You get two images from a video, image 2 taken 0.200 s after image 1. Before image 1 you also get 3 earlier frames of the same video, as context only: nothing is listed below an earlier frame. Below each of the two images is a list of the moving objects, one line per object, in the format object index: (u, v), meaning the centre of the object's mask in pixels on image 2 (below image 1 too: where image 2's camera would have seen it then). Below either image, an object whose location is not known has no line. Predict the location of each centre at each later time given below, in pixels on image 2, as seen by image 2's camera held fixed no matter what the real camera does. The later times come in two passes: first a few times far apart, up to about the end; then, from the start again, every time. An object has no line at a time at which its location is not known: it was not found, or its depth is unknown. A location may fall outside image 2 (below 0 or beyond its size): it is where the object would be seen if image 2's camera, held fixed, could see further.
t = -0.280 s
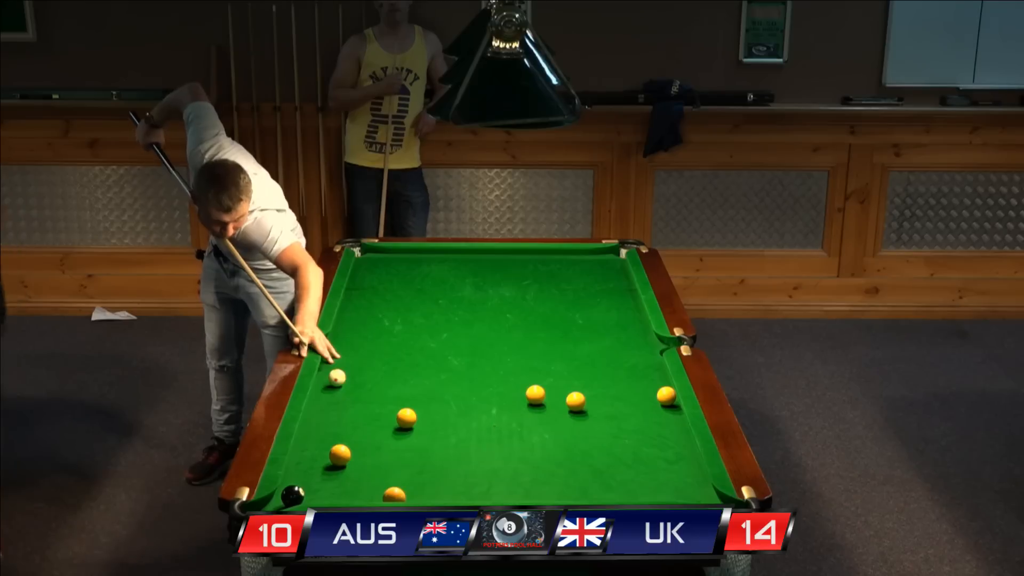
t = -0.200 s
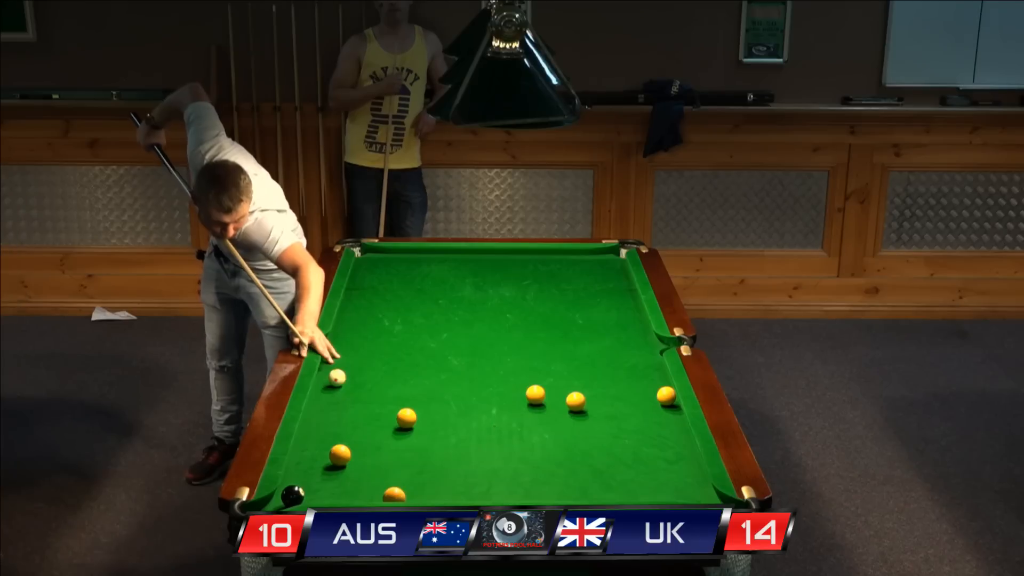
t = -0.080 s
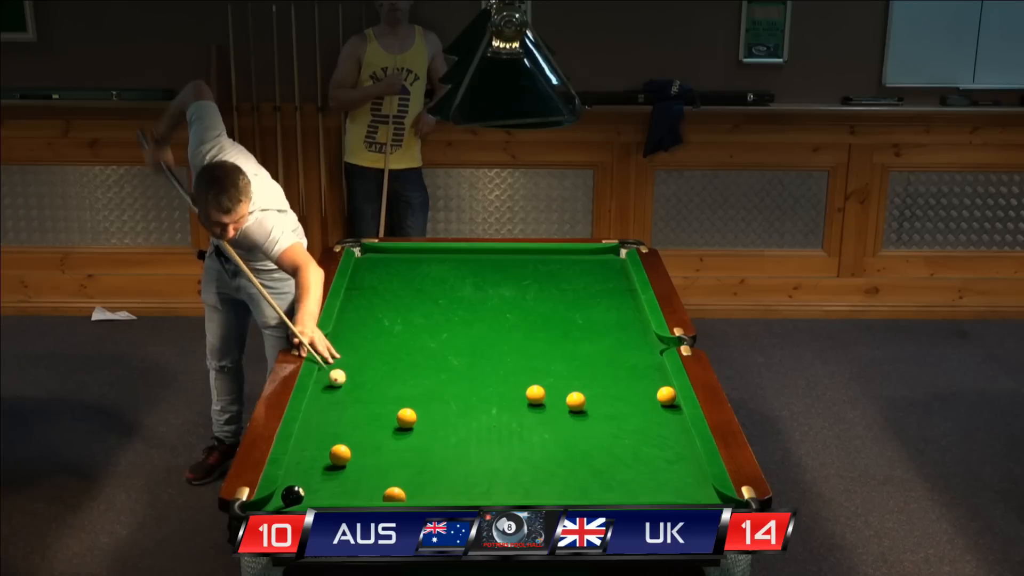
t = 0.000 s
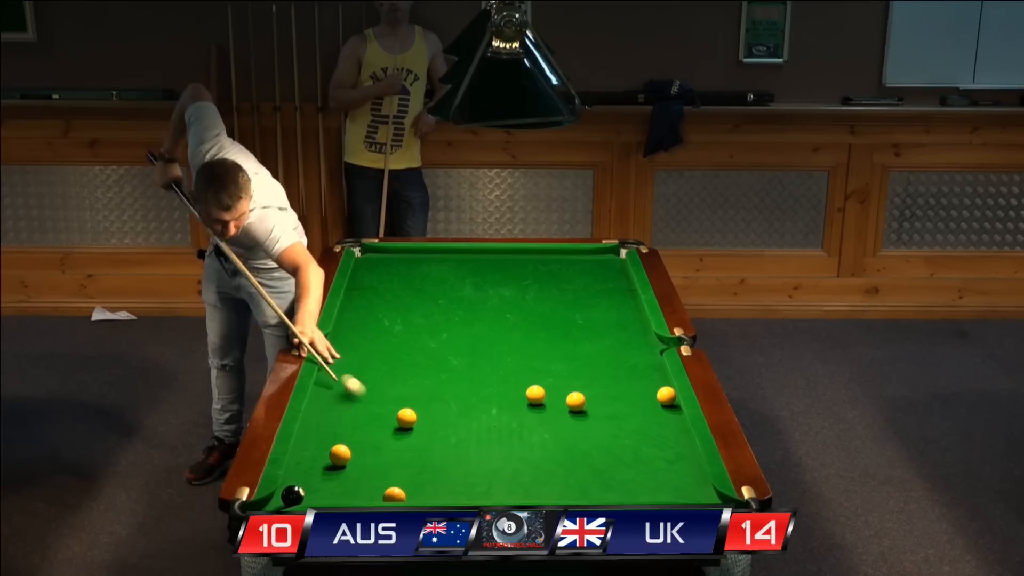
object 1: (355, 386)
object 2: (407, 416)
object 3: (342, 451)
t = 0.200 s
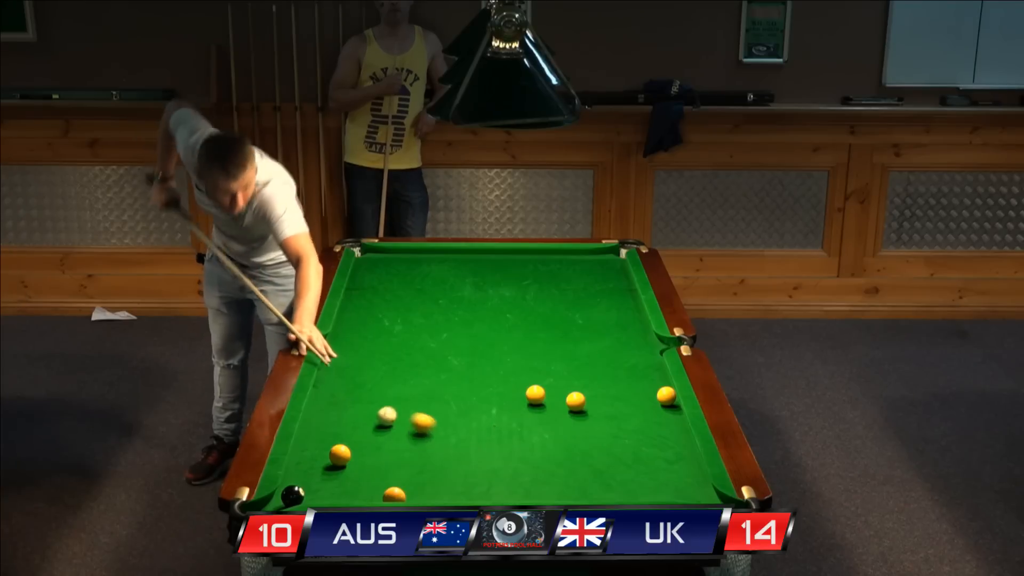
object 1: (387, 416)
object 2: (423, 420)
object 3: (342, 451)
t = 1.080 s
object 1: (326, 448)
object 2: (626, 491)
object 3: (342, 455)
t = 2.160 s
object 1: (306, 454)
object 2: (643, 456)
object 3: (341, 461)
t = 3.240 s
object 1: (306, 454)
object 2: (583, 431)
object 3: (341, 462)
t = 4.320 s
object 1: (306, 454)
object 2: (562, 426)
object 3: (341, 461)
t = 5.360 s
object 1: (306, 454)
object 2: (563, 426)
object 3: (341, 462)
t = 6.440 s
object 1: (306, 454)
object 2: (563, 426)
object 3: (341, 461)
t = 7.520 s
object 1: (306, 453)
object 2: (563, 426)
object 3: (341, 461)
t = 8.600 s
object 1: (306, 453)
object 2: (563, 426)
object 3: (341, 461)
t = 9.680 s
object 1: (306, 453)
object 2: (563, 426)
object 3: (341, 461)
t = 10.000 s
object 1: (306, 453)
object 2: (563, 426)
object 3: (341, 461)
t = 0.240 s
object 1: (384, 417)
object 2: (433, 424)
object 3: (342, 451)
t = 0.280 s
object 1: (381, 420)
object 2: (442, 427)
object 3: (342, 451)
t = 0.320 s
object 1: (378, 421)
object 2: (451, 430)
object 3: (341, 451)
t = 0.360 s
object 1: (375, 423)
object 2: (460, 432)
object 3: (341, 451)
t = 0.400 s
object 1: (372, 425)
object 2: (468, 435)
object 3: (341, 451)
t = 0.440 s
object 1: (370, 427)
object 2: (477, 438)
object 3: (342, 451)
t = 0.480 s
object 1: (367, 429)
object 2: (487, 441)
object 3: (341, 451)
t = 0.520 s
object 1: (364, 430)
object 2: (496, 444)
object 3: (341, 451)
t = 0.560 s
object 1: (361, 432)
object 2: (505, 447)
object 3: (341, 451)
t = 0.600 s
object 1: (358, 434)
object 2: (514, 451)
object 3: (341, 451)
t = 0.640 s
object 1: (355, 436)
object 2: (523, 453)
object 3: (341, 451)
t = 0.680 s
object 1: (353, 438)
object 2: (532, 456)
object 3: (341, 451)
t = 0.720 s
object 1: (350, 439)
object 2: (541, 459)
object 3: (341, 451)
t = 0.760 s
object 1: (348, 440)
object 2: (550, 463)
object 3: (341, 451)
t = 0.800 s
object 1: (346, 440)
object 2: (559, 466)
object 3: (341, 451)
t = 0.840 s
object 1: (343, 441)
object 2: (569, 470)
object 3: (341, 451)
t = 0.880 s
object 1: (340, 442)
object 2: (578, 474)
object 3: (341, 451)
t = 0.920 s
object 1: (336, 443)
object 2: (588, 477)
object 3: (341, 452)
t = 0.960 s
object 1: (333, 444)
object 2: (597, 482)
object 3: (342, 453)
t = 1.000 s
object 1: (330, 446)
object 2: (606, 485)
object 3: (342, 454)
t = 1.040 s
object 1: (328, 447)
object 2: (616, 488)
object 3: (342, 454)
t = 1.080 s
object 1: (326, 448)
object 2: (626, 491)
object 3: (342, 455)
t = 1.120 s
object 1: (324, 449)
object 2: (635, 493)
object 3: (342, 455)
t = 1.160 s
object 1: (322, 449)
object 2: (644, 494)
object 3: (342, 456)
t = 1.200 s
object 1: (320, 450)
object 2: (651, 494)
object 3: (342, 456)
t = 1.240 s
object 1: (318, 450)
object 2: (657, 493)
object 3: (342, 457)
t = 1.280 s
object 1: (315, 450)
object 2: (662, 492)
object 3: (342, 457)
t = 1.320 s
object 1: (313, 451)
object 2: (667, 491)
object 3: (342, 458)
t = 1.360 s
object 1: (311, 451)
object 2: (672, 489)
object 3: (342, 458)
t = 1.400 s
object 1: (310, 451)
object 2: (677, 487)
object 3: (342, 459)
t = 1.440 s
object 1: (308, 452)
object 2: (682, 485)
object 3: (342, 459)
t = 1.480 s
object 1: (306, 452)
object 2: (687, 483)
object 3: (342, 460)
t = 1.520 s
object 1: (304, 452)
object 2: (692, 481)
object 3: (342, 460)
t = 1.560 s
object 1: (303, 452)
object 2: (697, 479)
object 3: (342, 460)
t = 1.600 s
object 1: (301, 453)
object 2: (695, 478)
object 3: (341, 461)
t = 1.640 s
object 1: (300, 453)
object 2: (691, 476)
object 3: (341, 461)
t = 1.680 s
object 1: (301, 453)
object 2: (687, 474)
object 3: (341, 461)
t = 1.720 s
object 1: (302, 453)
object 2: (682, 472)
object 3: (341, 461)
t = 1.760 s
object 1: (303, 453)
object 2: (678, 471)
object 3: (341, 461)
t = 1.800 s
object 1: (303, 453)
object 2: (674, 469)
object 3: (341, 461)
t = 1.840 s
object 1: (304, 453)
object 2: (671, 467)
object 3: (341, 461)
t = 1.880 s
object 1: (304, 453)
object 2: (667, 466)
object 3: (341, 461)
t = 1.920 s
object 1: (305, 454)
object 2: (663, 464)
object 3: (341, 461)
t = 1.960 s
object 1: (305, 454)
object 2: (659, 463)
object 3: (341, 461)
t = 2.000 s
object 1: (305, 454)
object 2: (656, 461)
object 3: (341, 461)
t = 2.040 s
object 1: (305, 454)
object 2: (653, 460)
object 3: (341, 461)
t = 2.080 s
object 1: (306, 454)
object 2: (649, 458)
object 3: (341, 461)
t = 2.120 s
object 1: (306, 454)
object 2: (646, 457)
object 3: (341, 461)
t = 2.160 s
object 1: (306, 454)
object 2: (643, 456)
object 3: (341, 461)
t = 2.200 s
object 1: (306, 454)
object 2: (640, 454)
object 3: (341, 461)
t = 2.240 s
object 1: (306, 454)
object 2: (637, 453)
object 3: (341, 462)
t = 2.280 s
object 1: (306, 454)
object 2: (634, 451)
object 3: (341, 462)
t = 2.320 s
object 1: (306, 454)
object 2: (631, 451)
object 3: (341, 462)
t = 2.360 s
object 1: (306, 454)
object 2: (628, 449)
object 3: (341, 462)
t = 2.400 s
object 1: (306, 454)
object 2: (626, 448)
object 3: (341, 462)
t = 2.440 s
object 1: (306, 454)
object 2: (623, 447)
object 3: (341, 462)
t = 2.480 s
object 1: (306, 454)
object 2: (620, 446)
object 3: (341, 462)
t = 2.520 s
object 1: (306, 454)
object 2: (618, 445)
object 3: (341, 462)
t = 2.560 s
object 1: (306, 454)
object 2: (615, 444)
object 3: (341, 462)
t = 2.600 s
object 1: (306, 454)
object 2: (613, 443)
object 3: (341, 462)
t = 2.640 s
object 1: (306, 454)
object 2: (611, 442)
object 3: (341, 462)
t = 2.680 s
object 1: (306, 454)
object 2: (609, 441)
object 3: (341, 462)
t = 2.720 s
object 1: (306, 454)
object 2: (607, 440)
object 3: (341, 462)
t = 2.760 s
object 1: (306, 454)
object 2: (604, 439)
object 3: (341, 462)
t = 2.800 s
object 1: (306, 454)
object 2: (602, 439)
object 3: (341, 462)
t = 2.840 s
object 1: (306, 454)
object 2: (600, 438)
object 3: (341, 462)
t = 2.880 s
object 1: (306, 454)
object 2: (598, 437)
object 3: (341, 462)
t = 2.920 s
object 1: (306, 454)
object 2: (597, 436)
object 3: (341, 462)
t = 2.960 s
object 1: (306, 454)
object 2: (595, 435)
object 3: (341, 462)
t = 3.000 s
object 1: (306, 454)
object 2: (593, 435)
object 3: (341, 461)
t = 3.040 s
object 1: (306, 454)
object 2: (591, 434)
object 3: (341, 461)
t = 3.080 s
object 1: (306, 454)
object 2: (589, 433)
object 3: (341, 461)
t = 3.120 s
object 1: (306, 454)
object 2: (588, 433)
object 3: (341, 461)
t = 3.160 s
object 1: (306, 454)
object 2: (586, 432)
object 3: (341, 461)
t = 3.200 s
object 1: (306, 454)
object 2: (585, 432)
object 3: (341, 461)
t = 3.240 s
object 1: (306, 454)
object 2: (583, 431)
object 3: (341, 462)
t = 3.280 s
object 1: (306, 454)
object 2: (582, 431)
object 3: (341, 462)
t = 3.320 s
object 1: (306, 454)
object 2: (580, 430)
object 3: (341, 462)
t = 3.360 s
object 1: (306, 454)
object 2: (579, 430)
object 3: (341, 462)
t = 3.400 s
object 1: (306, 454)
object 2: (577, 430)
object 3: (341, 462)
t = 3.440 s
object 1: (306, 454)
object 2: (576, 429)
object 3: (341, 462)
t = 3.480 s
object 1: (306, 454)
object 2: (575, 429)
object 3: (341, 462)
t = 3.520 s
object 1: (306, 454)
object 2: (574, 428)
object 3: (341, 462)
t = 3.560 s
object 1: (306, 454)
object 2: (573, 428)
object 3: (341, 461)
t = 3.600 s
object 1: (306, 454)
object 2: (572, 427)
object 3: (341, 461)
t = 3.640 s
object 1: (306, 454)
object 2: (571, 427)
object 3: (341, 461)
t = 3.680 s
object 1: (306, 454)
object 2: (570, 427)
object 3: (341, 462)
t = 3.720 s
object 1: (306, 454)
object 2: (569, 426)
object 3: (341, 461)
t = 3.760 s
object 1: (306, 454)
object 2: (568, 426)
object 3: (341, 461)
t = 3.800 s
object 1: (306, 454)
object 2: (568, 426)
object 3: (341, 461)
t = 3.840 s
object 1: (306, 454)
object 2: (567, 426)
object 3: (341, 462)
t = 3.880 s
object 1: (306, 454)
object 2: (566, 426)
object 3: (341, 461)
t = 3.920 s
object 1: (306, 454)
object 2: (566, 426)
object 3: (341, 461)
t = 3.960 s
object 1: (306, 454)
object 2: (565, 426)
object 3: (341, 461)
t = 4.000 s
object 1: (306, 454)
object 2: (565, 426)
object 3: (341, 461)
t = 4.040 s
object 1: (306, 454)
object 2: (564, 426)
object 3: (341, 461)
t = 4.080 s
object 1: (306, 454)
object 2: (564, 426)
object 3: (341, 461)
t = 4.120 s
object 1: (306, 454)
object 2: (563, 426)
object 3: (341, 461)
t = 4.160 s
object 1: (306, 454)
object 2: (563, 426)
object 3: (341, 461)
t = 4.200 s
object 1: (306, 454)
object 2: (563, 426)
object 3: (341, 461)
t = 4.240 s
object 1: (306, 454)
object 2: (563, 426)
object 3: (341, 461)
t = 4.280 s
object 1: (306, 454)
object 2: (563, 426)
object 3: (341, 461)
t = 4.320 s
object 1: (306, 454)
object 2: (562, 426)
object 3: (341, 461)
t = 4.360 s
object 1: (306, 454)
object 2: (563, 426)
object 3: (341, 461)
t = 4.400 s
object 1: (306, 454)
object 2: (563, 426)
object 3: (341, 461)
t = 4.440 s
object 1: (306, 454)
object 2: (563, 426)
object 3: (341, 461)
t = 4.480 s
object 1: (306, 454)
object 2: (563, 426)
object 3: (341, 461)
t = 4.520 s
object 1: (306, 454)
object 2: (563, 426)
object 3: (341, 461)
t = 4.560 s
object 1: (306, 454)
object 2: (563, 426)
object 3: (341, 461)
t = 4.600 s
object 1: (306, 454)
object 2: (563, 426)
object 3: (341, 461)
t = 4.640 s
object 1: (306, 454)
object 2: (563, 426)
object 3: (341, 461)
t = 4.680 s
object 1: (306, 454)
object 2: (563, 426)
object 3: (341, 461)
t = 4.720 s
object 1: (306, 454)
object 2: (563, 426)
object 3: (341, 461)
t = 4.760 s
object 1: (306, 454)
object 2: (563, 426)
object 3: (341, 461)
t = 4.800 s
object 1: (306, 454)
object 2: (563, 426)
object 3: (341, 461)
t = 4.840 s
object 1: (306, 454)
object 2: (563, 426)
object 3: (341, 462)
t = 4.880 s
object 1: (306, 454)
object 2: (563, 426)
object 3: (341, 462)
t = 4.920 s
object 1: (306, 454)
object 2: (563, 426)
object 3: (341, 462)
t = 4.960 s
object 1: (306, 454)
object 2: (563, 426)
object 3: (341, 462)
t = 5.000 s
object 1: (306, 454)
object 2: (563, 426)
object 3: (341, 462)
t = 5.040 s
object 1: (306, 454)
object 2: (563, 426)
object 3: (341, 462)
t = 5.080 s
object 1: (306, 454)
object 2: (563, 426)
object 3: (341, 462)
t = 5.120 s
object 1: (306, 454)
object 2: (563, 426)
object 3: (341, 462)
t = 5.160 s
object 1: (306, 454)
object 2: (563, 426)
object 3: (341, 462)
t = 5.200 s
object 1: (306, 454)
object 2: (563, 426)
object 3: (341, 462)
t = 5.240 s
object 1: (306, 454)
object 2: (563, 426)
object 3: (341, 462)
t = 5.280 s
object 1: (306, 454)
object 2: (563, 426)
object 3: (341, 462)
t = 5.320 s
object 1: (306, 454)
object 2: (563, 426)
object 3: (341, 462)
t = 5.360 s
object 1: (306, 454)
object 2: (563, 426)
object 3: (341, 462)
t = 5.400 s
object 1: (306, 454)
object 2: (563, 426)
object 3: (341, 462)
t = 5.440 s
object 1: (306, 454)
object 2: (563, 426)
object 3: (341, 462)
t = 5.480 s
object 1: (306, 454)
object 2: (563, 426)
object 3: (341, 462)
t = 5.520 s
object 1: (306, 454)
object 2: (563, 426)
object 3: (341, 461)
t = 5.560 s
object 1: (306, 454)
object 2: (563, 426)
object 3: (341, 461)
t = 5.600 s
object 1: (306, 454)
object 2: (563, 426)
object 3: (341, 461)
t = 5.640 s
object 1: (306, 454)
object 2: (563, 426)
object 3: (341, 461)
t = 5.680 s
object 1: (306, 454)
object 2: (563, 426)
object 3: (341, 461)
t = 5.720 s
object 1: (306, 454)
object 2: (563, 426)
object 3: (341, 461)
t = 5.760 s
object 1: (306, 454)
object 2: (563, 426)
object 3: (341, 461)
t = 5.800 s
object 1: (306, 454)
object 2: (563, 426)
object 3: (341, 461)
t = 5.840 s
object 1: (306, 454)
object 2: (563, 426)
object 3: (341, 461)
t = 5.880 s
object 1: (306, 454)
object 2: (563, 426)
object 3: (341, 461)
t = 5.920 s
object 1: (306, 454)
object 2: (563, 426)
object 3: (341, 461)
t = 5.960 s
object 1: (306, 454)
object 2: (563, 426)
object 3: (341, 461)
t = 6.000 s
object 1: (306, 454)
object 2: (563, 426)
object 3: (341, 461)
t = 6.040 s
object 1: (306, 454)
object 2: (563, 426)
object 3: (341, 461)
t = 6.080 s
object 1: (306, 454)
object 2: (563, 426)
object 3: (341, 461)
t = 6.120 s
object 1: (306, 454)
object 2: (563, 426)
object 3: (341, 461)
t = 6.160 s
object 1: (306, 454)
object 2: (563, 426)
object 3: (341, 461)
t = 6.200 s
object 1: (306, 454)
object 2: (563, 426)
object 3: (341, 461)
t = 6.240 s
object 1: (306, 454)
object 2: (563, 426)
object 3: (341, 461)
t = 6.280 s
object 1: (306, 454)
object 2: (563, 426)
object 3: (341, 461)
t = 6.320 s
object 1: (306, 454)
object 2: (563, 426)
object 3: (341, 461)
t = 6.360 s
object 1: (306, 454)
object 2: (563, 426)
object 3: (341, 461)
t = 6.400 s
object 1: (306, 454)
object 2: (563, 426)
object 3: (341, 461)
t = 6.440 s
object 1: (306, 454)
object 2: (563, 426)
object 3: (341, 461)
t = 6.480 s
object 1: (306, 454)
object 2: (563, 426)
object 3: (341, 461)
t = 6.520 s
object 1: (306, 454)
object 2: (563, 426)
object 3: (341, 461)
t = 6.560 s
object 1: (306, 454)
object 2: (563, 426)
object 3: (341, 461)
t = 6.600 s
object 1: (306, 454)
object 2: (563, 426)
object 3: (341, 461)
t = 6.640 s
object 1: (306, 453)
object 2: (563, 426)
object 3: (341, 461)
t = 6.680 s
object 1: (306, 454)
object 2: (563, 426)
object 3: (341, 461)
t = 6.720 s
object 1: (306, 453)
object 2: (563, 426)
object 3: (341, 461)
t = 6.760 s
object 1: (306, 453)
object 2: (563, 426)
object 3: (341, 461)
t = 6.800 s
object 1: (306, 453)
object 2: (563, 426)
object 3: (341, 461)
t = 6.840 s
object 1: (306, 453)
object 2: (563, 426)
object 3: (341, 461)
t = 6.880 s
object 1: (306, 453)
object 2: (563, 426)
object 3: (341, 461)
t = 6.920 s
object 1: (306, 453)
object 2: (563, 426)
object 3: (341, 461)
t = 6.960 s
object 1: (306, 453)
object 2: (563, 426)
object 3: (341, 461)
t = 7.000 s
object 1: (306, 453)
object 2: (563, 426)
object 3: (341, 461)
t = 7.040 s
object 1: (306, 453)
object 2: (563, 426)
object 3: (341, 461)
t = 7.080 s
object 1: (306, 453)
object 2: (563, 426)
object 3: (341, 461)
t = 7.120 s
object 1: (306, 453)
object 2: (563, 426)
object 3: (341, 461)
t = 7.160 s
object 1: (306, 453)
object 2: (563, 426)
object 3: (341, 461)
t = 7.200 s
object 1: (306, 453)
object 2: (563, 426)
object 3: (341, 461)
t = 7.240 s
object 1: (306, 453)
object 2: (563, 426)
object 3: (341, 461)
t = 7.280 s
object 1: (306, 453)
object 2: (563, 426)
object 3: (341, 461)
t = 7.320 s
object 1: (306, 453)
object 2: (563, 426)
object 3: (341, 461)
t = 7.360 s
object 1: (306, 453)
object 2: (563, 426)
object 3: (341, 461)
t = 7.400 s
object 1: (306, 453)
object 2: (563, 426)
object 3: (341, 461)
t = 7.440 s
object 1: (306, 453)
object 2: (563, 426)
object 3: (341, 461)
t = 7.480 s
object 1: (306, 453)
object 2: (563, 426)
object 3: (341, 461)
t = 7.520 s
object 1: (306, 453)
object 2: (563, 426)
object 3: (341, 461)
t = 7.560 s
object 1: (306, 453)
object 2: (563, 426)
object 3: (341, 461)
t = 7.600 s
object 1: (306, 453)
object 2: (563, 426)
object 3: (341, 461)
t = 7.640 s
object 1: (306, 453)
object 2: (563, 426)
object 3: (341, 461)
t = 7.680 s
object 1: (306, 453)
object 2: (563, 426)
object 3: (341, 461)
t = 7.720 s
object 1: (306, 453)
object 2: (563, 426)
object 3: (341, 461)
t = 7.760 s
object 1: (306, 453)
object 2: (563, 426)
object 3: (341, 461)
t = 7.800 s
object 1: (306, 453)
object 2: (563, 426)
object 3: (341, 461)
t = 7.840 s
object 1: (306, 453)
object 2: (563, 426)
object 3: (341, 461)
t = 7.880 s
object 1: (306, 453)
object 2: (563, 426)
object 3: (341, 461)
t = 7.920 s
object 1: (306, 453)
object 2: (563, 426)
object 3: (341, 461)
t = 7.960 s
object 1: (306, 453)
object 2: (563, 426)
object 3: (341, 461)
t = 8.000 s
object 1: (306, 453)
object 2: (563, 426)
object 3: (341, 461)
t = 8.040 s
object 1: (306, 453)
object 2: (563, 426)
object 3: (341, 461)
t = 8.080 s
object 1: (306, 453)
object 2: (563, 426)
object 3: (341, 461)
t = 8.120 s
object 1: (306, 453)
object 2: (563, 426)
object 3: (341, 461)
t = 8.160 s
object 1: (306, 453)
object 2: (563, 426)
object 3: (341, 461)
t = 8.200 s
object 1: (306, 453)
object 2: (563, 426)
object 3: (341, 461)
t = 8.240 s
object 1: (306, 453)
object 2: (563, 426)
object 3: (341, 461)
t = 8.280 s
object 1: (306, 453)
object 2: (563, 426)
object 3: (341, 461)
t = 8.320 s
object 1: (306, 453)
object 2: (563, 426)
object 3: (341, 461)
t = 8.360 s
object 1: (306, 453)
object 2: (563, 426)
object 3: (341, 461)
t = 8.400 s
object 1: (306, 453)
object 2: (563, 426)
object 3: (341, 461)
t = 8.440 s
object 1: (306, 453)
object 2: (563, 426)
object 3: (341, 461)
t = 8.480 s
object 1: (306, 453)
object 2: (563, 426)
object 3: (341, 461)
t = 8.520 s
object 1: (306, 453)
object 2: (563, 426)
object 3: (341, 461)
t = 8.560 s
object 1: (306, 453)
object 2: (563, 426)
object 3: (341, 461)
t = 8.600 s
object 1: (306, 453)
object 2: (563, 426)
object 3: (341, 461)
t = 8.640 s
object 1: (306, 453)
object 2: (563, 426)
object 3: (341, 461)
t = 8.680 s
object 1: (306, 454)
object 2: (563, 426)
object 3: (341, 461)
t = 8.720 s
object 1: (306, 453)
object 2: (563, 426)
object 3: (341, 461)
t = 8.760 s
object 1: (306, 453)
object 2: (563, 426)
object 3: (341, 461)
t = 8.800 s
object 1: (306, 453)
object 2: (563, 426)
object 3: (341, 461)
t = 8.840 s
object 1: (306, 453)
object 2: (563, 426)
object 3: (341, 461)
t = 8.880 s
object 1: (306, 453)
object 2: (563, 426)
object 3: (341, 461)
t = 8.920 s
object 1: (306, 453)
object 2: (563, 426)
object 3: (341, 461)
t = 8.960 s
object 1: (306, 453)
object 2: (563, 426)
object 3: (341, 461)
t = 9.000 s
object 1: (306, 453)
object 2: (563, 426)
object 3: (341, 461)
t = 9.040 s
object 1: (306, 453)
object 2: (563, 426)
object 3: (341, 461)
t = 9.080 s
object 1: (306, 453)
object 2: (563, 426)
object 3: (341, 461)
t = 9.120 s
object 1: (306, 453)
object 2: (563, 426)
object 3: (341, 461)
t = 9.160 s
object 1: (306, 453)
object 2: (563, 426)
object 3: (341, 461)
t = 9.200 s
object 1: (306, 453)
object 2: (563, 426)
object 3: (341, 461)
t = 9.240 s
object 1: (306, 453)
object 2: (563, 426)
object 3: (341, 461)
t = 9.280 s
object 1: (306, 453)
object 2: (563, 426)
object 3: (341, 461)
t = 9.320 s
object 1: (306, 453)
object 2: (563, 426)
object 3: (341, 461)
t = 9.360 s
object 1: (306, 453)
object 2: (563, 426)
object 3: (341, 461)
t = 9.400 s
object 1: (306, 453)
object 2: (563, 426)
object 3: (341, 461)
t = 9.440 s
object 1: (306, 453)
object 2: (563, 426)
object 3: (341, 461)
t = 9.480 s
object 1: (306, 453)
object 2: (563, 426)
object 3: (341, 461)
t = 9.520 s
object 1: (306, 453)
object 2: (563, 426)
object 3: (341, 461)
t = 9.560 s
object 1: (306, 453)
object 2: (563, 426)
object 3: (341, 461)
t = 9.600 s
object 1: (306, 453)
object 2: (563, 426)
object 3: (341, 461)
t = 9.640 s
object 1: (306, 453)
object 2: (563, 426)
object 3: (341, 461)
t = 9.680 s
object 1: (306, 453)
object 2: (563, 426)
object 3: (341, 461)
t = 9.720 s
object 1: (306, 453)
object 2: (563, 426)
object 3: (341, 461)
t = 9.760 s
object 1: (306, 453)
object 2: (563, 426)
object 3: (341, 461)
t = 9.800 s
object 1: (306, 453)
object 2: (563, 426)
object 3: (341, 461)
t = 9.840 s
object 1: (306, 453)
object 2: (563, 426)
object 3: (341, 461)
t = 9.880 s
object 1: (306, 453)
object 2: (563, 426)
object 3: (341, 461)
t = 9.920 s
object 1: (306, 453)
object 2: (563, 426)
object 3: (341, 461)
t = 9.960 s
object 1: (306, 453)
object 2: (563, 426)
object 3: (341, 461)
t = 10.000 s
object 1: (306, 453)
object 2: (563, 426)
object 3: (341, 461)
